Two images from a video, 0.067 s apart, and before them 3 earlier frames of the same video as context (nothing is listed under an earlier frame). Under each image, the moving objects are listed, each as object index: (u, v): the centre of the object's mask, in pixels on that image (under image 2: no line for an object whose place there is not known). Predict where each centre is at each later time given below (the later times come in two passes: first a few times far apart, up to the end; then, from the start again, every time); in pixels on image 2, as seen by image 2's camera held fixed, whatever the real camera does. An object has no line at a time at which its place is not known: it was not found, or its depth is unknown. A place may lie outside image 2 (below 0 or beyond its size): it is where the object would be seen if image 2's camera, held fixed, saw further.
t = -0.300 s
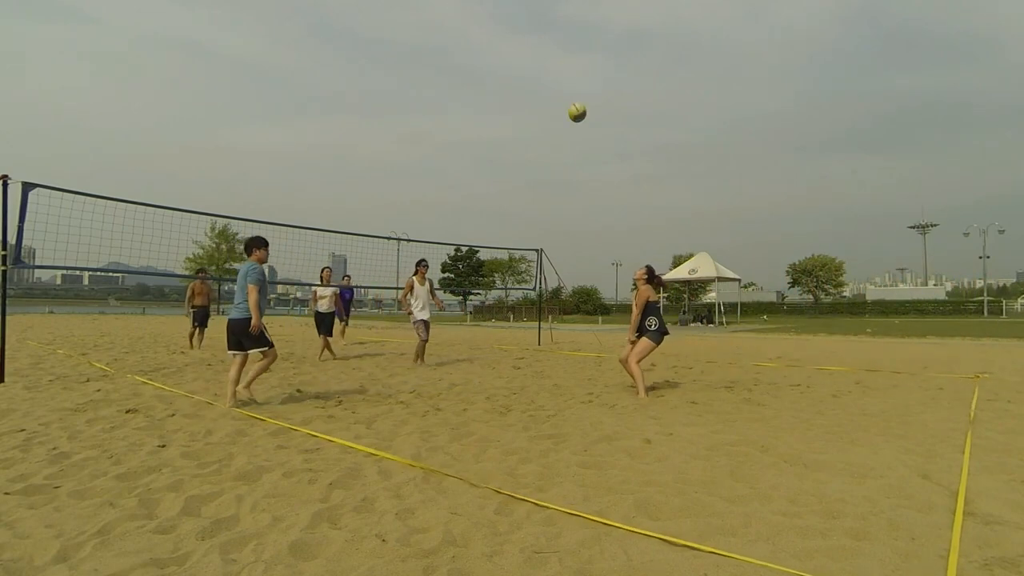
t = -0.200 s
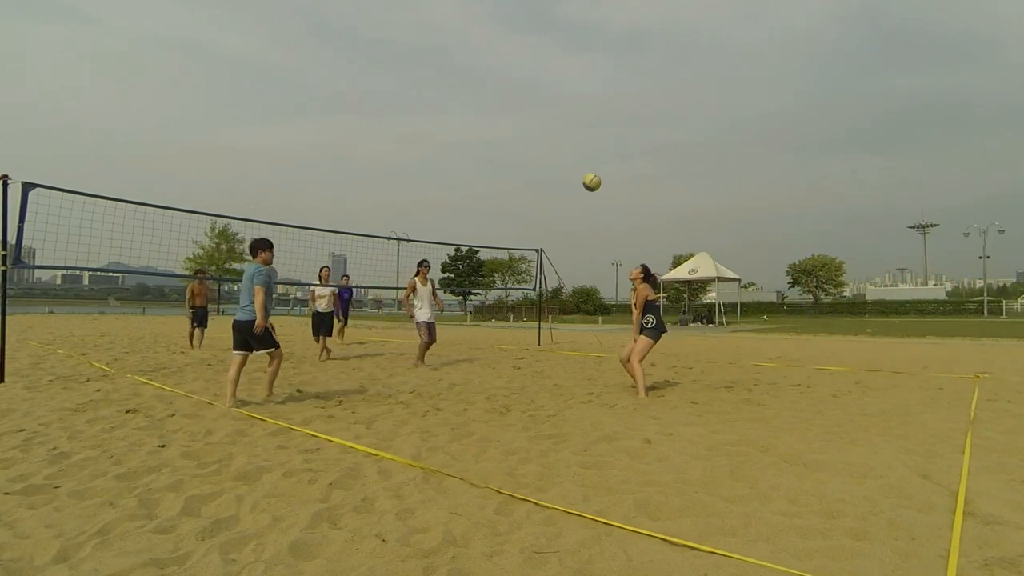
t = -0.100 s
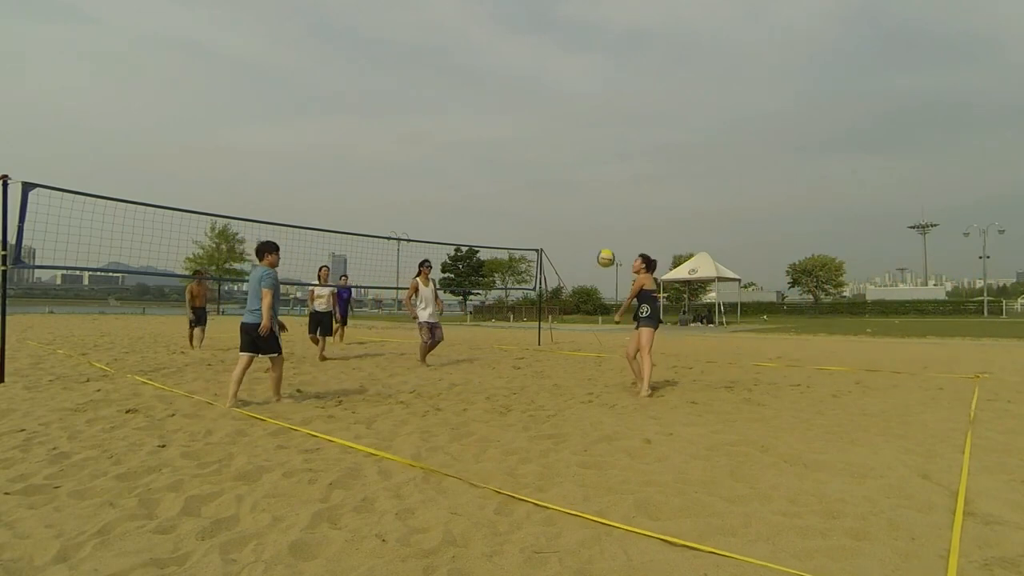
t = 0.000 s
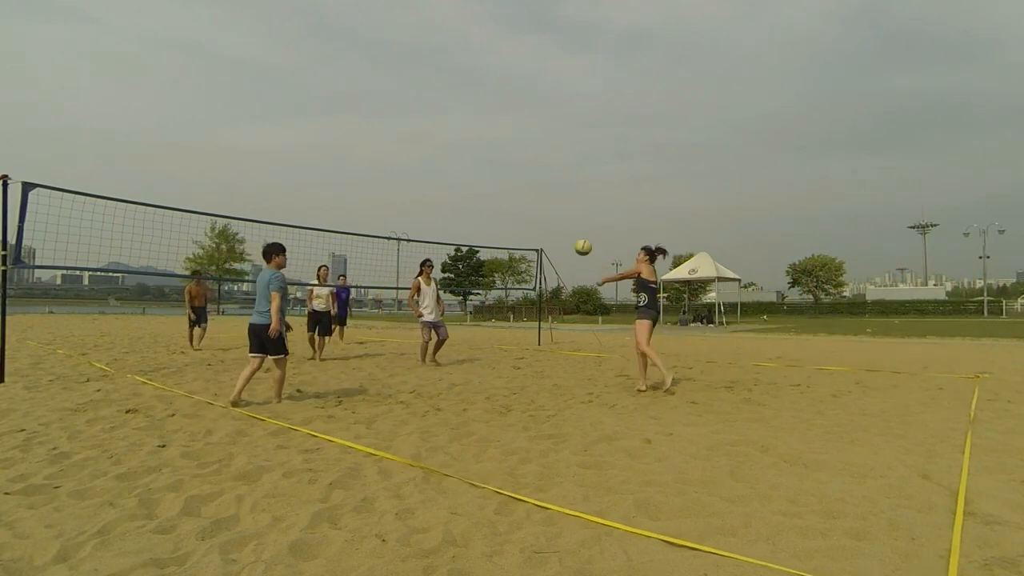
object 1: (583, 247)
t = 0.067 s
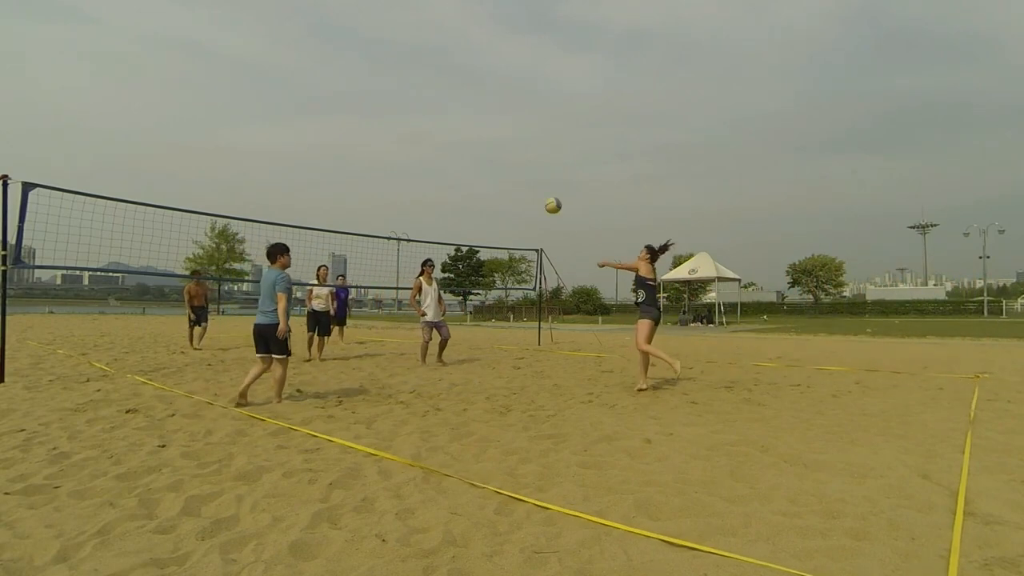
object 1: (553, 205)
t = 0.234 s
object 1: (487, 128)
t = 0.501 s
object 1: (402, 68)
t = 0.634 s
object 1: (367, 60)
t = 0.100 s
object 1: (538, 187)
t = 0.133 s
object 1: (525, 170)
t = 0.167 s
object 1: (512, 155)
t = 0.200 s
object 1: (499, 141)
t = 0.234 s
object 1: (487, 128)
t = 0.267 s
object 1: (475, 117)
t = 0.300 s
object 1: (463, 107)
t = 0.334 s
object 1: (452, 98)
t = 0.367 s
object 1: (442, 90)
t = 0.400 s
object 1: (431, 83)
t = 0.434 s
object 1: (421, 78)
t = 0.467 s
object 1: (412, 73)
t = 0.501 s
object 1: (402, 68)
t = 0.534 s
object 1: (393, 65)
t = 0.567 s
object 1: (384, 62)
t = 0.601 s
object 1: (376, 61)
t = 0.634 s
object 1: (367, 60)
